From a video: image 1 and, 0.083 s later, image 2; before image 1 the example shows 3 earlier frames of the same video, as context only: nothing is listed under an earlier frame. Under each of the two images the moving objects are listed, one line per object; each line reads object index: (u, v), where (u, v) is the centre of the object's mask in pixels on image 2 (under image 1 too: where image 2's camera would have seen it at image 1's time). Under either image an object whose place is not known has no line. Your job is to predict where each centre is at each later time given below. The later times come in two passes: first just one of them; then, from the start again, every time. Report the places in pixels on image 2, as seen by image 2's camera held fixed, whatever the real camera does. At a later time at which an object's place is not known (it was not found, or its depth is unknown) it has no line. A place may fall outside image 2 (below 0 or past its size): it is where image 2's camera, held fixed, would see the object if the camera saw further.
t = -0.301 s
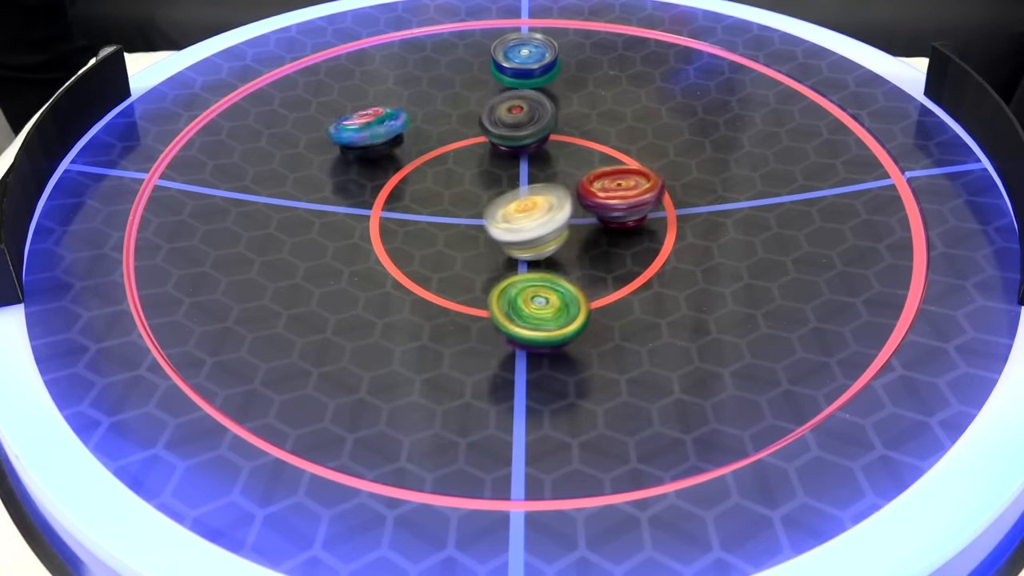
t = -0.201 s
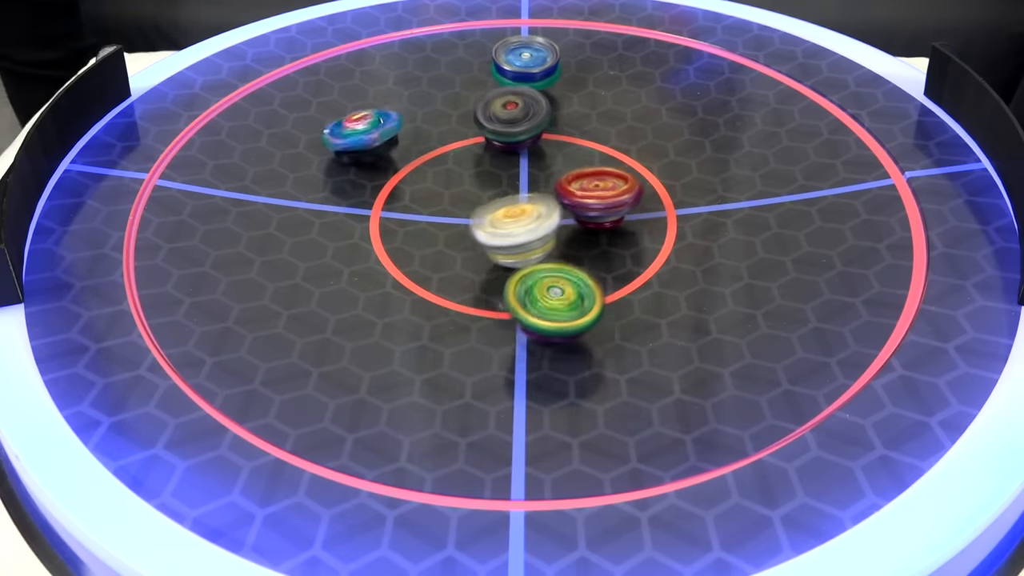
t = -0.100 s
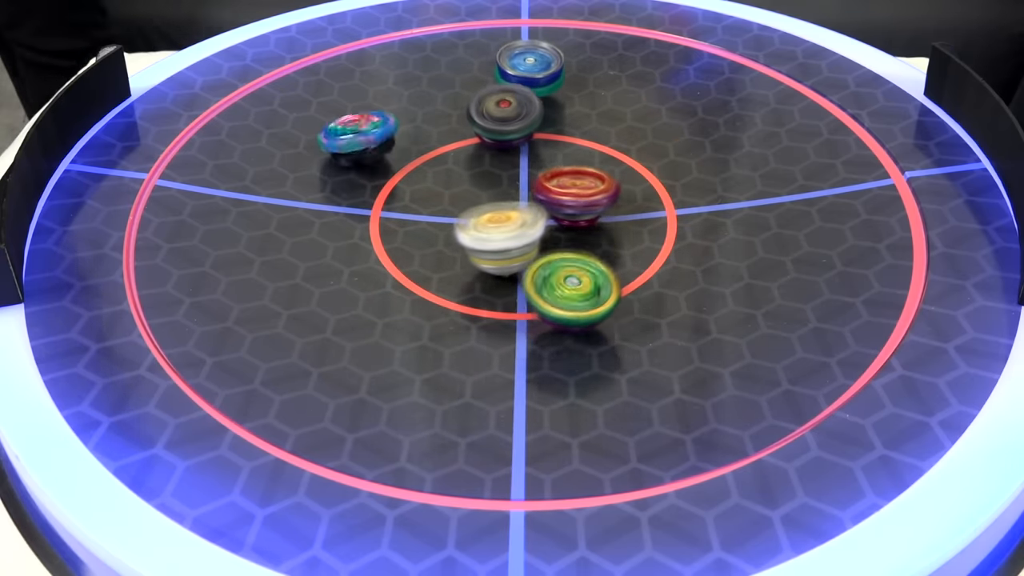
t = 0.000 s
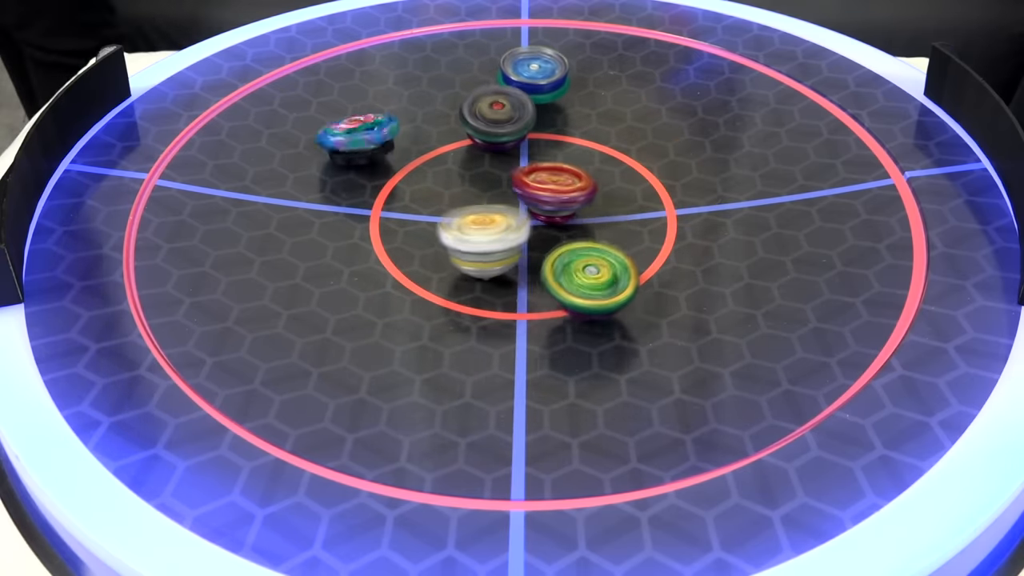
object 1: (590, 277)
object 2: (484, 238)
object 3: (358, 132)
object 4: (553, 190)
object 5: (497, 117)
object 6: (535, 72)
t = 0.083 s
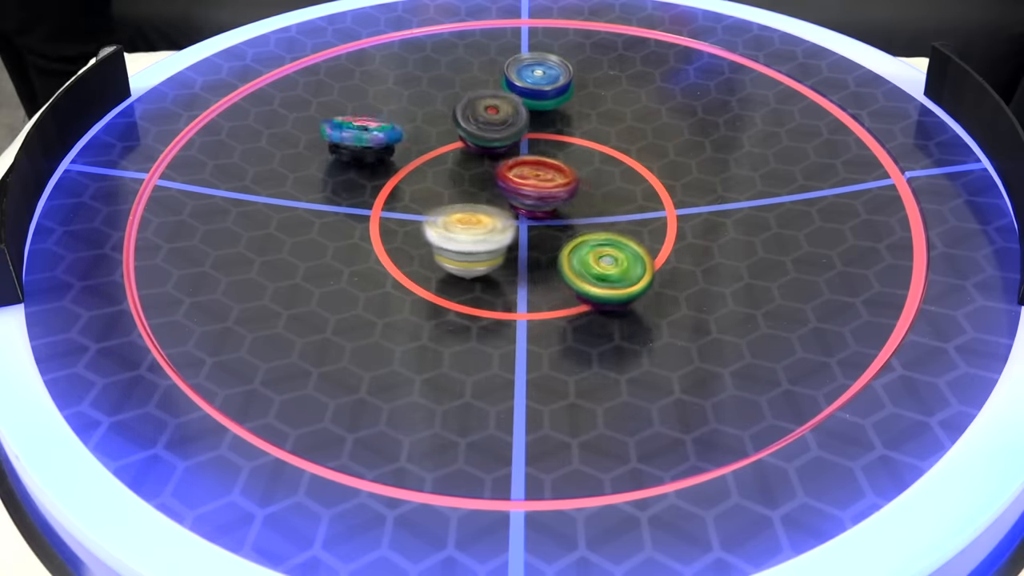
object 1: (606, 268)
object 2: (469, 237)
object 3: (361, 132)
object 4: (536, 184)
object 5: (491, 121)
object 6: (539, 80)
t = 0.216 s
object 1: (632, 253)
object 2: (448, 231)
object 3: (371, 140)
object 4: (512, 173)
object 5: (482, 125)
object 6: (545, 92)
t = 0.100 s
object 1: (610, 266)
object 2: (466, 237)
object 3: (361, 131)
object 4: (533, 184)
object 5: (490, 122)
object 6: (539, 81)
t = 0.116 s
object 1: (613, 264)
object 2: (463, 237)
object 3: (363, 132)
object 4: (530, 182)
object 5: (489, 123)
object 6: (540, 83)
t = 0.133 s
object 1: (616, 262)
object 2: (461, 236)
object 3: (365, 133)
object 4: (527, 181)
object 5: (488, 124)
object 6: (540, 84)
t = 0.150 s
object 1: (620, 260)
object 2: (458, 235)
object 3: (368, 134)
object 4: (523, 179)
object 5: (487, 124)
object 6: (541, 86)
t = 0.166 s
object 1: (623, 259)
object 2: (456, 234)
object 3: (370, 135)
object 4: (520, 178)
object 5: (485, 125)
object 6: (542, 87)
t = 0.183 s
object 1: (626, 257)
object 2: (453, 233)
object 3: (371, 137)
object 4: (517, 176)
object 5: (484, 125)
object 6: (543, 89)
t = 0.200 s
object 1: (629, 255)
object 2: (451, 232)
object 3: (371, 138)
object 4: (515, 175)
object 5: (484, 126)
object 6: (544, 90)
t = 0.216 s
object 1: (632, 253)
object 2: (448, 231)
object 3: (371, 140)
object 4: (512, 173)
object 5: (482, 125)
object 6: (545, 92)
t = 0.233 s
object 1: (635, 251)
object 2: (446, 230)
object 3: (371, 141)
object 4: (512, 176)
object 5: (480, 125)
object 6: (546, 94)
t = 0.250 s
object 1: (639, 249)
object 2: (443, 228)
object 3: (370, 142)
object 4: (511, 177)
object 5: (480, 124)
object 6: (547, 95)
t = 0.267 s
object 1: (642, 248)
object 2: (441, 227)
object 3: (369, 143)
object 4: (511, 179)
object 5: (479, 124)
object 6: (548, 97)
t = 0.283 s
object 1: (645, 246)
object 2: (438, 225)
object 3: (369, 143)
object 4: (510, 180)
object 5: (478, 123)
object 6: (549, 99)
